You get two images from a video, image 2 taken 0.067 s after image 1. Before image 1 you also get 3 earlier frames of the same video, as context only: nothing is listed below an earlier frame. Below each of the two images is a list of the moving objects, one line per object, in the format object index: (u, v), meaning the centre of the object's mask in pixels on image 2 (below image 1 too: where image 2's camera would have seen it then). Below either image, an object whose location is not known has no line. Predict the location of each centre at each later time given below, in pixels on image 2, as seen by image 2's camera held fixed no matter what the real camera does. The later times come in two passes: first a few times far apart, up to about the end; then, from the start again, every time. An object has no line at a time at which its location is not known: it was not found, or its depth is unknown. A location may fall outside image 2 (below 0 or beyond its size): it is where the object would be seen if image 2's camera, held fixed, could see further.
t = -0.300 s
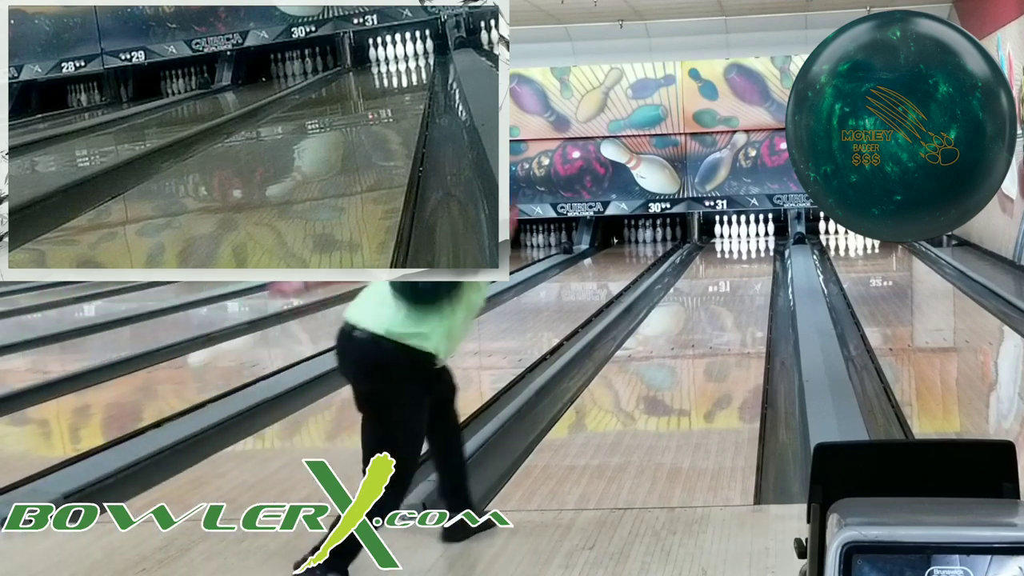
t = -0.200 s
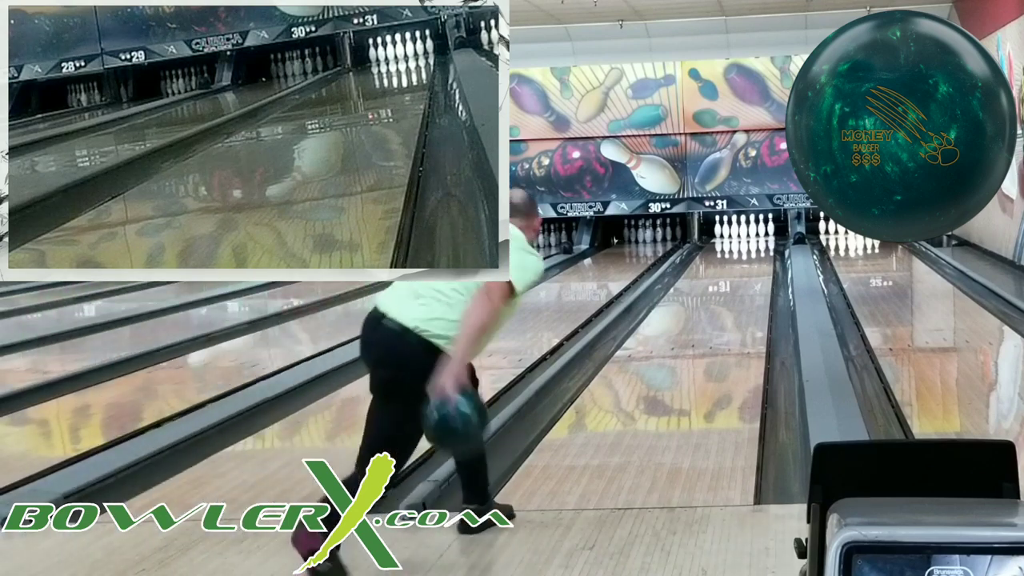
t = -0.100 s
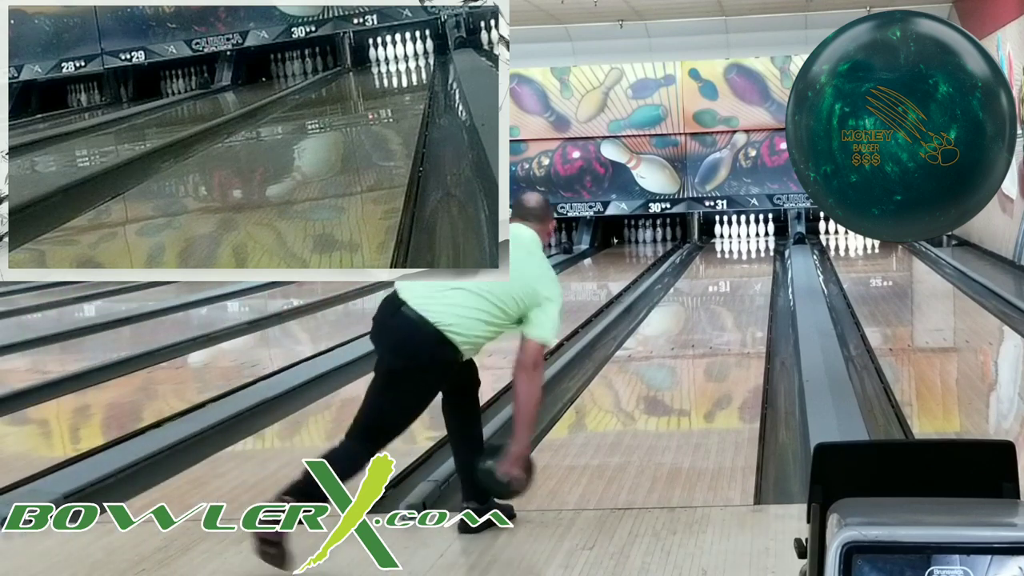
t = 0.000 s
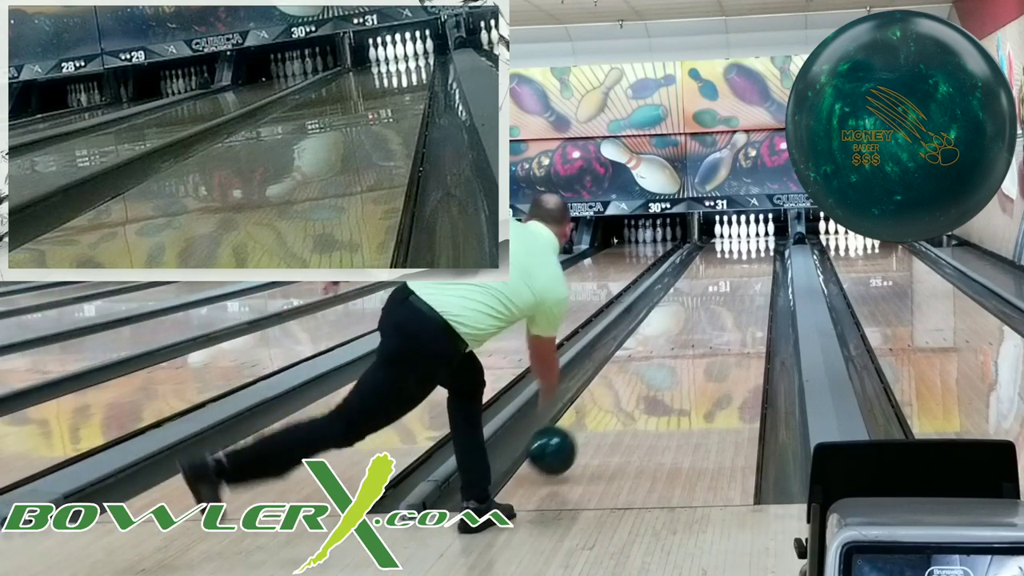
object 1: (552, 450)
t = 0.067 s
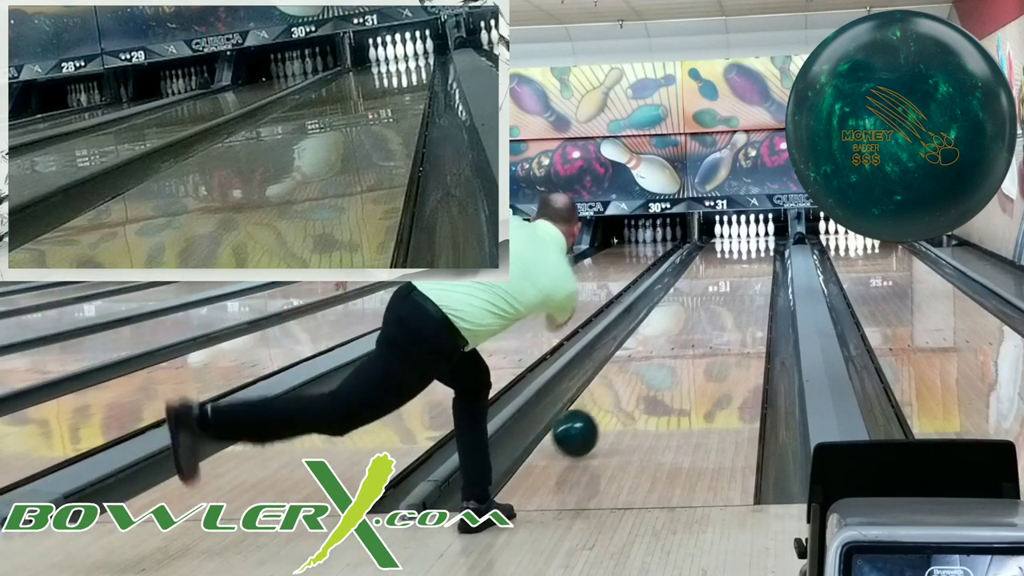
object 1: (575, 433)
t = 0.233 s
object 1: (621, 391)
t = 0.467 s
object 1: (666, 349)
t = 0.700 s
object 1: (696, 320)
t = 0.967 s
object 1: (721, 296)
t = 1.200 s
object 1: (737, 280)
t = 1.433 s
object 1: (749, 268)
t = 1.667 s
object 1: (758, 257)
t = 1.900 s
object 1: (763, 248)
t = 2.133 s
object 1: (762, 242)
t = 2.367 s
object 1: (756, 237)
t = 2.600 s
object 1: (748, 233)
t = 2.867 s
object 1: (745, 230)
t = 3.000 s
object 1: (745, 230)
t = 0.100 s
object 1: (586, 425)
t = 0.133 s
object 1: (595, 414)
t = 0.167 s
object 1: (605, 406)
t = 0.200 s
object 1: (613, 398)
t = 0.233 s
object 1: (621, 391)
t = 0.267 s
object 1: (629, 384)
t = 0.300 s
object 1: (636, 377)
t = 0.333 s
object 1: (643, 371)
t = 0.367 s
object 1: (649, 365)
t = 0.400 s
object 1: (656, 360)
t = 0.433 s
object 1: (660, 354)
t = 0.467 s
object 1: (666, 349)
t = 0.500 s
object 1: (671, 344)
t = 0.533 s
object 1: (676, 339)
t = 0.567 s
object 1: (680, 335)
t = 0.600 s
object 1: (685, 331)
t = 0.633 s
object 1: (689, 327)
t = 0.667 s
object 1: (693, 324)
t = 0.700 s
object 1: (696, 320)
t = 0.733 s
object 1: (700, 317)
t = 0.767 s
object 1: (703, 314)
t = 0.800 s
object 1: (707, 310)
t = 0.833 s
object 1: (710, 307)
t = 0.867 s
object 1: (713, 305)
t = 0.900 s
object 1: (716, 302)
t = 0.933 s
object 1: (718, 299)
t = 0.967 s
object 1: (721, 296)
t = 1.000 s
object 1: (724, 294)
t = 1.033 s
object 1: (726, 292)
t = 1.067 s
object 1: (728, 289)
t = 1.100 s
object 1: (731, 287)
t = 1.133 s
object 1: (733, 285)
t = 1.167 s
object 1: (735, 282)
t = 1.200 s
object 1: (737, 280)
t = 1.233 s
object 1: (739, 279)
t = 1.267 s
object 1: (741, 276)
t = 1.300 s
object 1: (742, 275)
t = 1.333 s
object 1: (744, 273)
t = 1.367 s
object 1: (746, 271)
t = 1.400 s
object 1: (748, 269)
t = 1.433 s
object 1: (749, 268)
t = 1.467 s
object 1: (750, 266)
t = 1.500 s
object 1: (752, 265)
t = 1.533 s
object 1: (753, 263)
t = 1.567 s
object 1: (755, 261)
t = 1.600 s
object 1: (756, 260)
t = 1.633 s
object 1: (757, 258)
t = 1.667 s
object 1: (758, 257)
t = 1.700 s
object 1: (759, 255)
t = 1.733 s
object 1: (760, 254)
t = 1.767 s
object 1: (761, 253)
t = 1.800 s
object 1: (762, 252)
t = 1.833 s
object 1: (762, 250)
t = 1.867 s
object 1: (763, 249)
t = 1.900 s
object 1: (763, 248)
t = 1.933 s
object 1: (763, 247)
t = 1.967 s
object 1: (763, 246)
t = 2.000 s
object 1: (763, 245)
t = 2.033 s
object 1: (763, 245)
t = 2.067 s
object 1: (763, 244)
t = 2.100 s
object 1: (763, 243)
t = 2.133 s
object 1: (762, 242)
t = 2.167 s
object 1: (762, 241)
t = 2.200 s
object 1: (761, 240)
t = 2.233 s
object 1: (761, 239)
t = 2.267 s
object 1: (760, 239)
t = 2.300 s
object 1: (759, 238)
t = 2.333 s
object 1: (757, 237)
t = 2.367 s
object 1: (756, 237)
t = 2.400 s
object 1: (755, 237)
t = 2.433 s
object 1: (753, 236)
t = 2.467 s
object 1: (752, 235)
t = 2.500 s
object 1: (751, 234)
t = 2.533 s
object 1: (750, 234)
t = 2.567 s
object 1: (748, 234)
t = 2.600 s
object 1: (748, 233)
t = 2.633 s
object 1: (748, 233)
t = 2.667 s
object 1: (747, 232)
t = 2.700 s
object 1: (747, 232)
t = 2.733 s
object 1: (747, 232)
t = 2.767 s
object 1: (746, 231)
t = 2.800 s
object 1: (746, 231)
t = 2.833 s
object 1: (745, 231)
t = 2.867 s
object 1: (745, 230)
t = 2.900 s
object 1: (744, 230)
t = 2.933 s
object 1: (745, 230)
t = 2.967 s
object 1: (746, 230)
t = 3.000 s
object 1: (745, 230)
